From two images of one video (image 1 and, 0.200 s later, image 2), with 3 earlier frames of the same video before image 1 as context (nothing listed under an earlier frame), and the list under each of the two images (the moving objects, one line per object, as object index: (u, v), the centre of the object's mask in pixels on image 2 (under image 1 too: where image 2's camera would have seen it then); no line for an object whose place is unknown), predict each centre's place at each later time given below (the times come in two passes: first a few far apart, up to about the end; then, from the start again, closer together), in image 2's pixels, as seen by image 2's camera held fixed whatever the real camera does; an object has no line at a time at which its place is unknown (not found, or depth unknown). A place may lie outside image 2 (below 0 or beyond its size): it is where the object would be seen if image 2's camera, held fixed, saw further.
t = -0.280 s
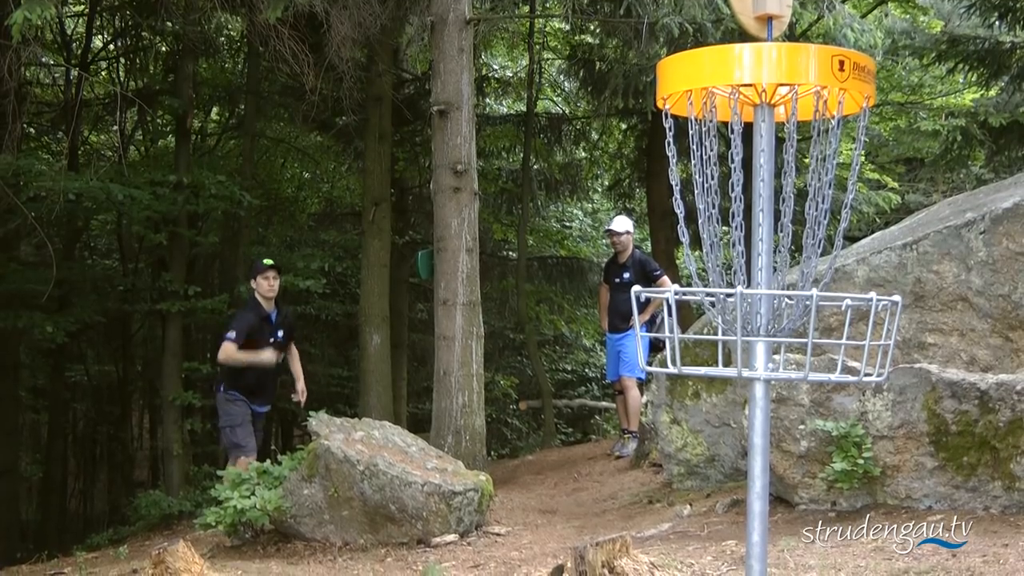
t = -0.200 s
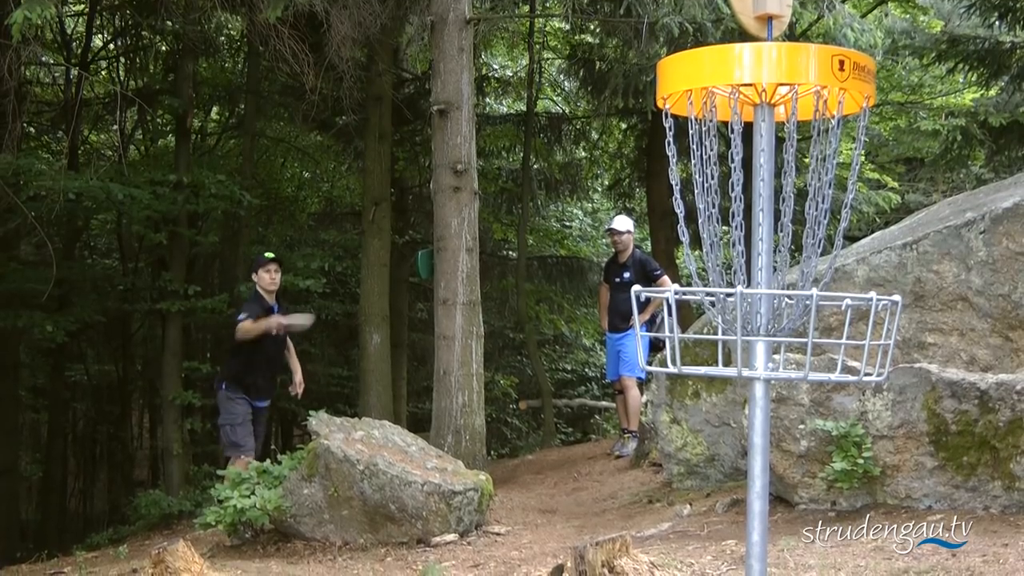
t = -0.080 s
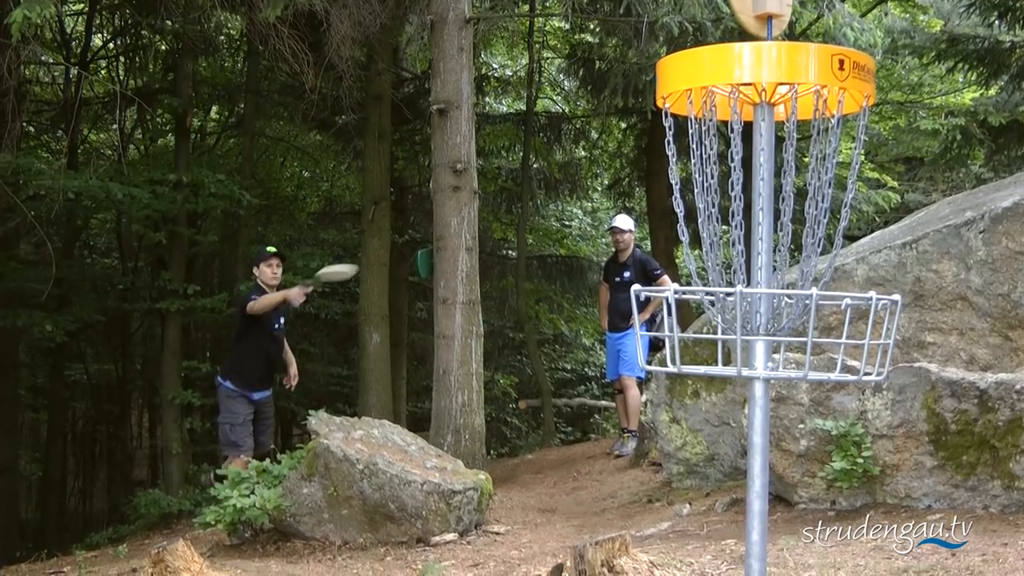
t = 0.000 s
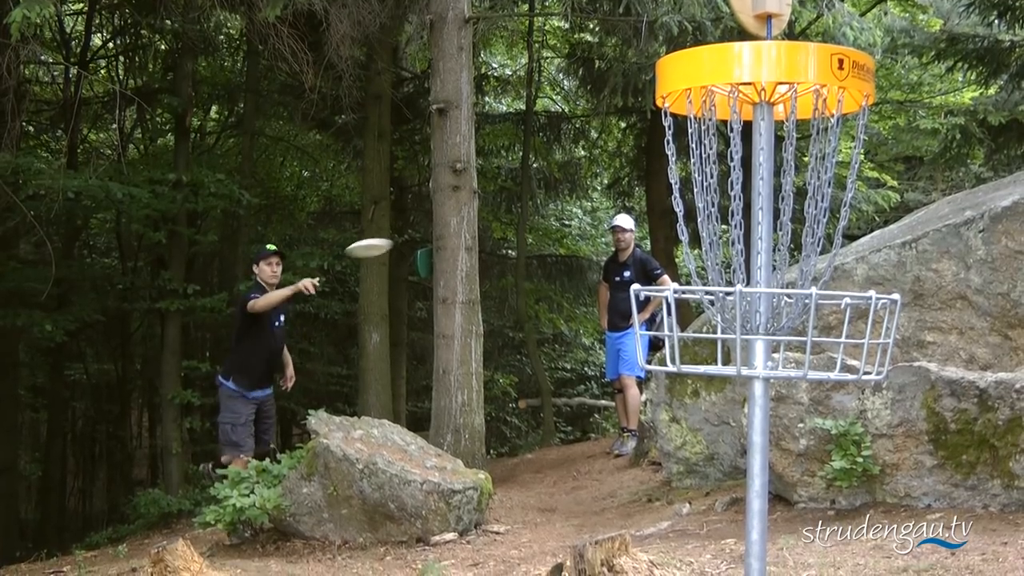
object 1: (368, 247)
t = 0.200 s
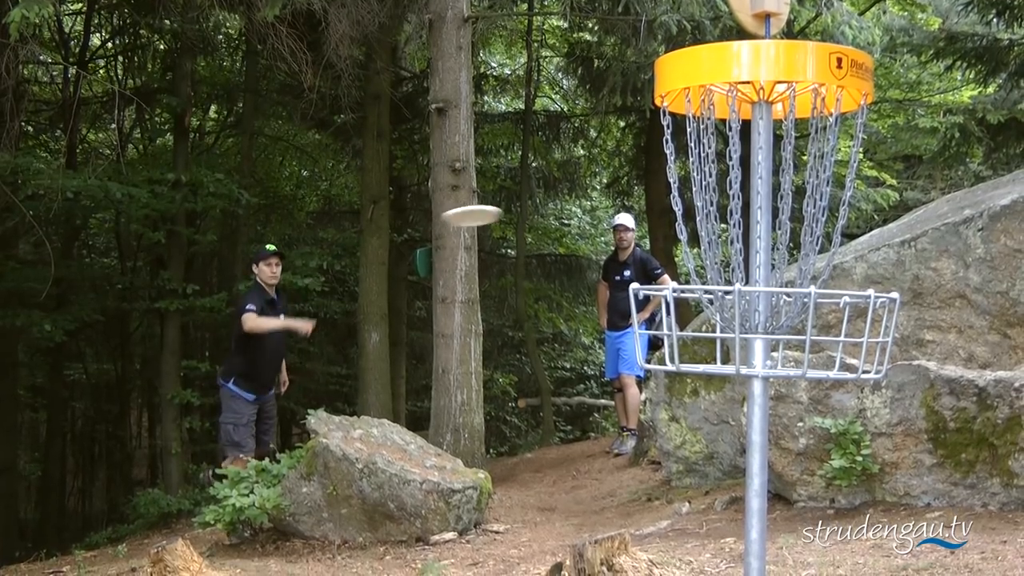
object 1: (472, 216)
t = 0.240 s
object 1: (498, 214)
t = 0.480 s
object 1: (700, 251)
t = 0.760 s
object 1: (734, 275)
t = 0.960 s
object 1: (727, 341)
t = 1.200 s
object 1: (733, 351)
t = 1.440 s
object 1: (724, 346)
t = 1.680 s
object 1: (725, 348)
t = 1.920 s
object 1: (726, 361)
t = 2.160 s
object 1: (726, 362)
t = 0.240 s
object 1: (498, 214)
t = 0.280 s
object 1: (526, 216)
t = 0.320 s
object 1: (556, 218)
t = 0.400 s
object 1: (633, 232)
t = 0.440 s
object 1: (669, 242)
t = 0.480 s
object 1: (700, 251)
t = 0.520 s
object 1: (724, 255)
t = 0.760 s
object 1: (734, 275)
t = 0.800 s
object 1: (730, 284)
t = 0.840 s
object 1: (725, 302)
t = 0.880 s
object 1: (723, 325)
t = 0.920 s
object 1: (724, 344)
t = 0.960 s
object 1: (727, 341)
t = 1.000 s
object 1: (730, 342)
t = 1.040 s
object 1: (732, 344)
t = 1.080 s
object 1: (734, 348)
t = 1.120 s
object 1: (735, 350)
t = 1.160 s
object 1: (735, 351)
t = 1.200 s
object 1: (733, 351)
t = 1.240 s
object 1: (730, 348)
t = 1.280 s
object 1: (728, 346)
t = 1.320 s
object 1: (726, 345)
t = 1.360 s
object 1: (725, 344)
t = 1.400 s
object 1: (724, 344)
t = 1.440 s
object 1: (724, 346)
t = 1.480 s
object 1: (725, 347)
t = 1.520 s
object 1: (726, 347)
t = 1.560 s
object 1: (727, 348)
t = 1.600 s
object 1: (726, 348)
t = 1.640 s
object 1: (725, 348)
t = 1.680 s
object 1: (725, 348)
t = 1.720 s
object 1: (726, 349)
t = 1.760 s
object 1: (726, 352)
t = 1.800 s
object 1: (725, 360)
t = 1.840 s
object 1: (726, 360)
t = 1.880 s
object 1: (727, 360)
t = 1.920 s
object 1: (726, 361)
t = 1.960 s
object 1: (725, 361)
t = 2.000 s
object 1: (726, 362)
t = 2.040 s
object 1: (725, 362)
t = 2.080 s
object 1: (725, 361)
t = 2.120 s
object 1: (725, 362)
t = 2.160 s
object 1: (726, 362)
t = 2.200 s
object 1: (726, 362)
